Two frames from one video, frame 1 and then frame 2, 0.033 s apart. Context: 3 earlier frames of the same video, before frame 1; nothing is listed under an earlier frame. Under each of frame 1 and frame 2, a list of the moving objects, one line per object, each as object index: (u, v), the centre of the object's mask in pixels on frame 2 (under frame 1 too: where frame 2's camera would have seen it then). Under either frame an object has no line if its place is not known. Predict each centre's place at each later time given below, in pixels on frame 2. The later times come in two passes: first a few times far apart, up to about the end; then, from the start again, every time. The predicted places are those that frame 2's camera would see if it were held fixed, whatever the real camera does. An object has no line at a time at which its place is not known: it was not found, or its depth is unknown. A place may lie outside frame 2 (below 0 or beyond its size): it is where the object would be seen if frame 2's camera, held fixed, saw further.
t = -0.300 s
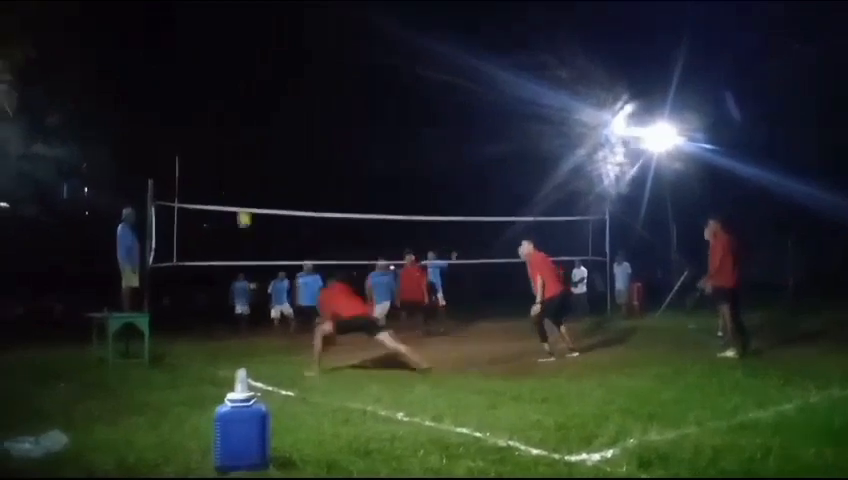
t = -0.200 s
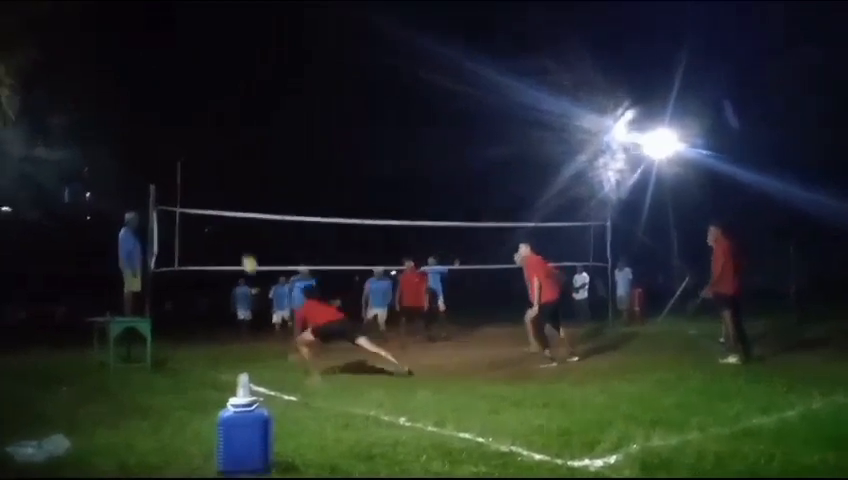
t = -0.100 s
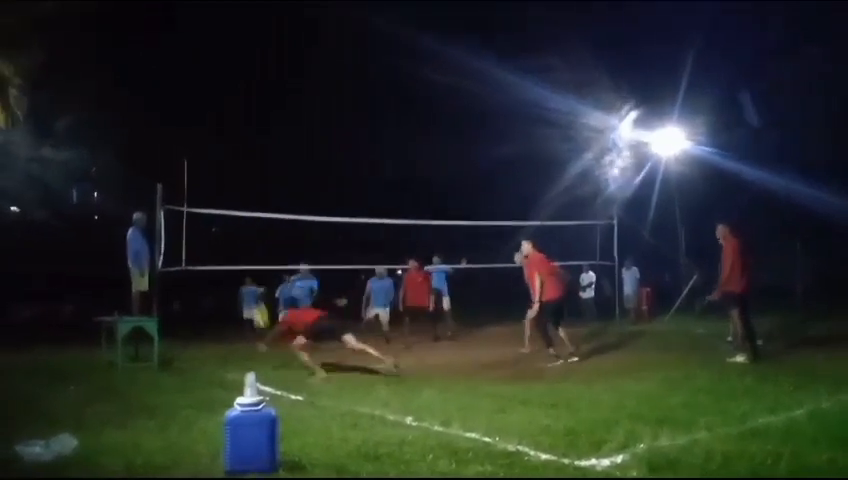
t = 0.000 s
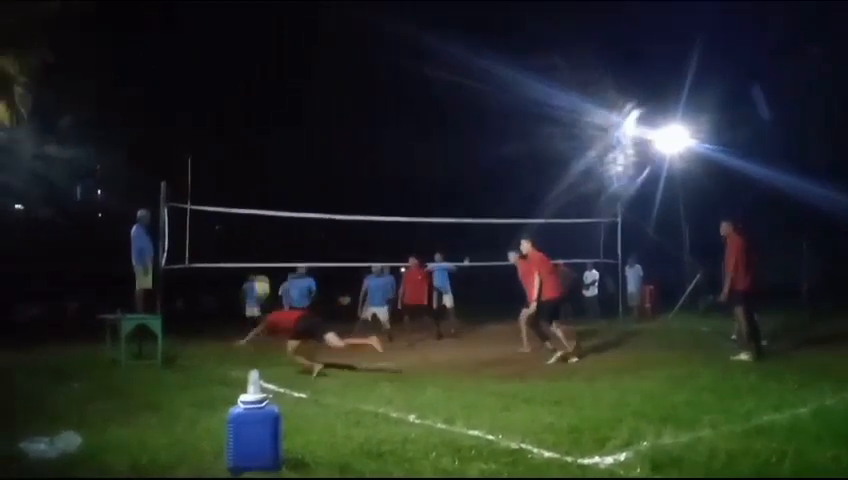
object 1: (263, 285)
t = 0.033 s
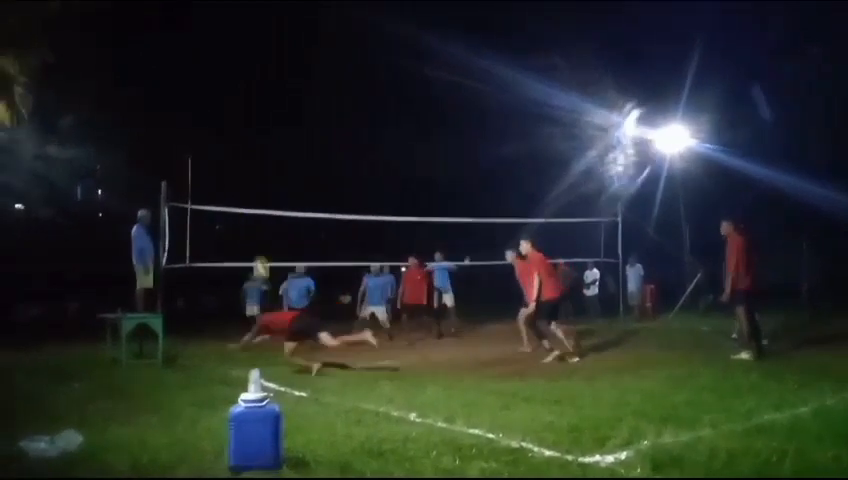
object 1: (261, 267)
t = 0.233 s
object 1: (256, 195)
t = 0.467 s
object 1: (253, 153)
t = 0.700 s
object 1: (254, 147)
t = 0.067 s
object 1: (259, 252)
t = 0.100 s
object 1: (259, 240)
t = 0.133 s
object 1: (258, 228)
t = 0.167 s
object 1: (257, 217)
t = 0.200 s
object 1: (257, 204)
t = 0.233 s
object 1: (256, 195)
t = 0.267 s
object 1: (256, 187)
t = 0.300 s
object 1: (255, 178)
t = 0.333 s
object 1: (255, 172)
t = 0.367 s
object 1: (255, 166)
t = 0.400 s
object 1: (254, 161)
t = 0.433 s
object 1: (254, 157)
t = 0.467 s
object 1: (253, 153)
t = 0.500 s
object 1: (253, 150)
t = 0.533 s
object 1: (253, 148)
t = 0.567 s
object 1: (253, 147)
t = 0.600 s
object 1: (254, 145)
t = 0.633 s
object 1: (253, 145)
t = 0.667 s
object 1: (253, 146)
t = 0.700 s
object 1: (254, 147)
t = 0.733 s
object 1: (254, 148)
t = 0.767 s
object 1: (254, 150)
